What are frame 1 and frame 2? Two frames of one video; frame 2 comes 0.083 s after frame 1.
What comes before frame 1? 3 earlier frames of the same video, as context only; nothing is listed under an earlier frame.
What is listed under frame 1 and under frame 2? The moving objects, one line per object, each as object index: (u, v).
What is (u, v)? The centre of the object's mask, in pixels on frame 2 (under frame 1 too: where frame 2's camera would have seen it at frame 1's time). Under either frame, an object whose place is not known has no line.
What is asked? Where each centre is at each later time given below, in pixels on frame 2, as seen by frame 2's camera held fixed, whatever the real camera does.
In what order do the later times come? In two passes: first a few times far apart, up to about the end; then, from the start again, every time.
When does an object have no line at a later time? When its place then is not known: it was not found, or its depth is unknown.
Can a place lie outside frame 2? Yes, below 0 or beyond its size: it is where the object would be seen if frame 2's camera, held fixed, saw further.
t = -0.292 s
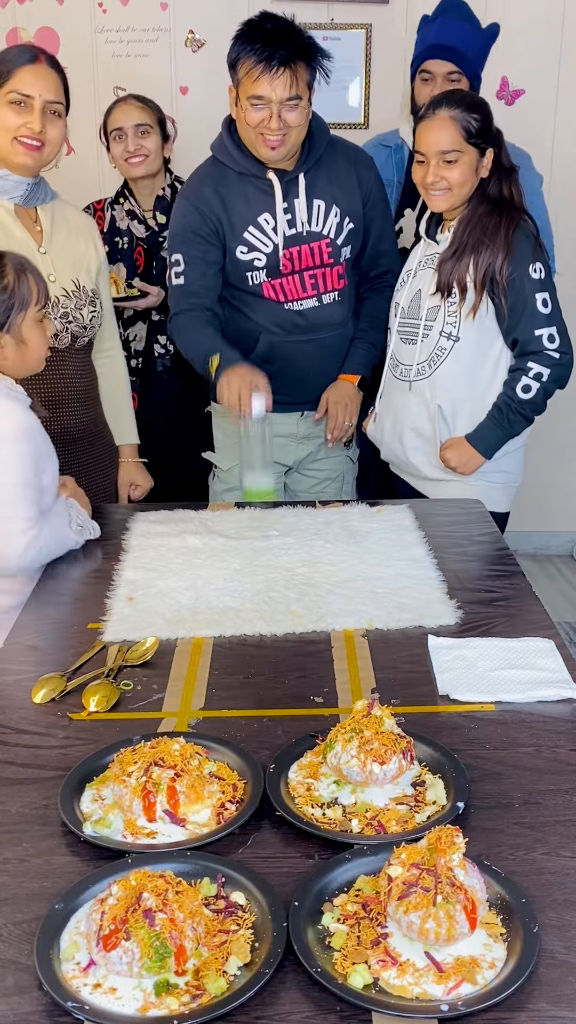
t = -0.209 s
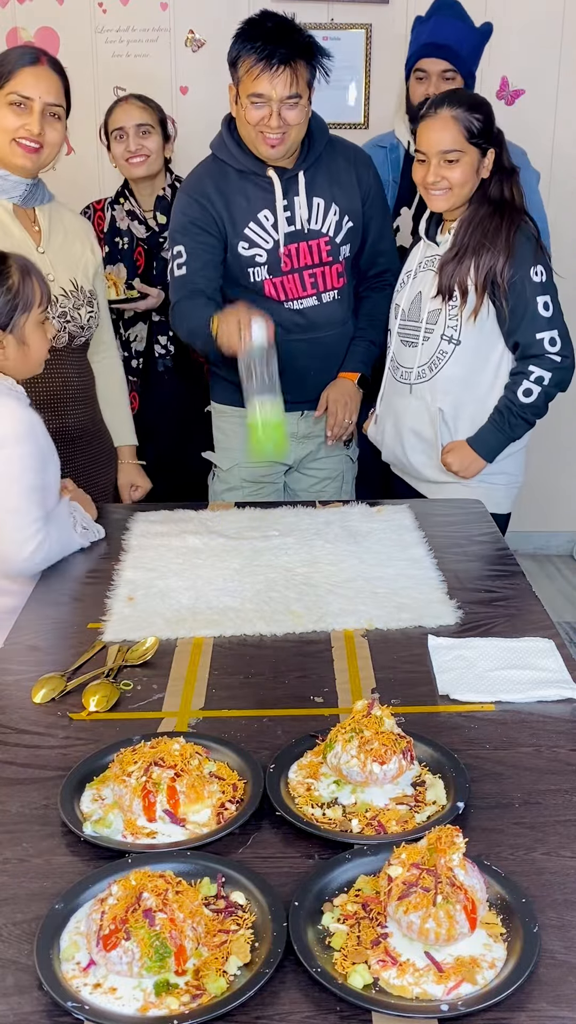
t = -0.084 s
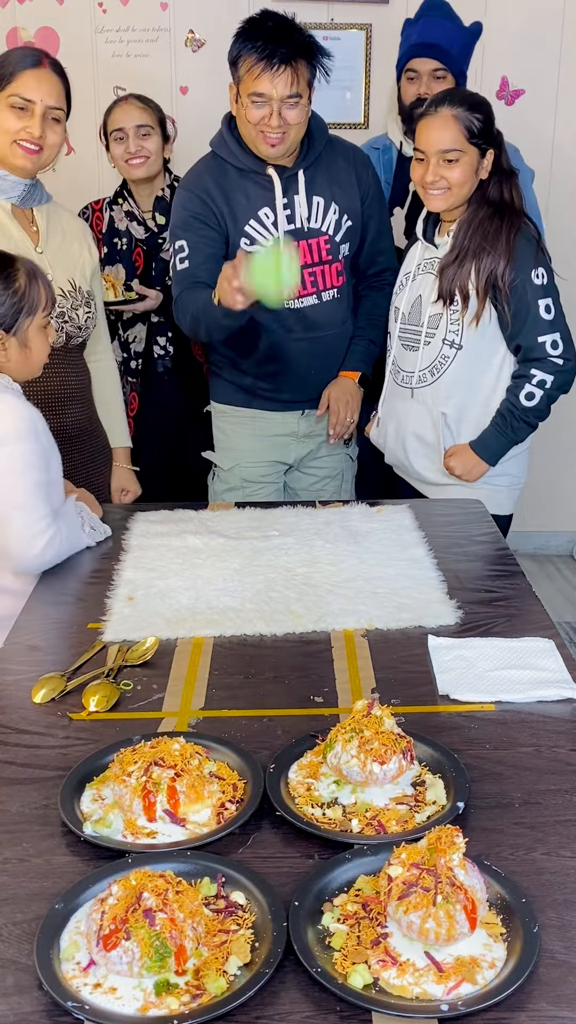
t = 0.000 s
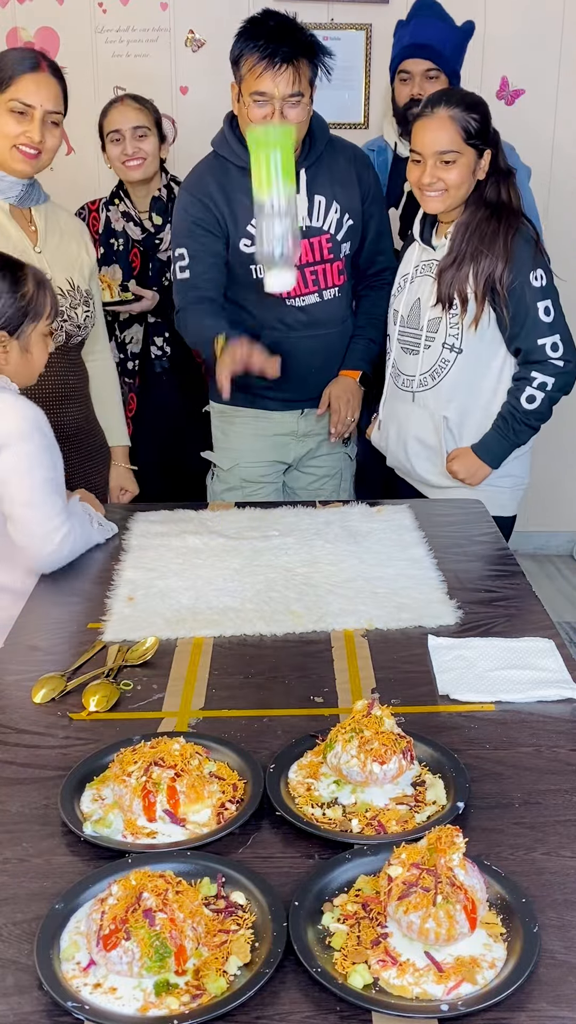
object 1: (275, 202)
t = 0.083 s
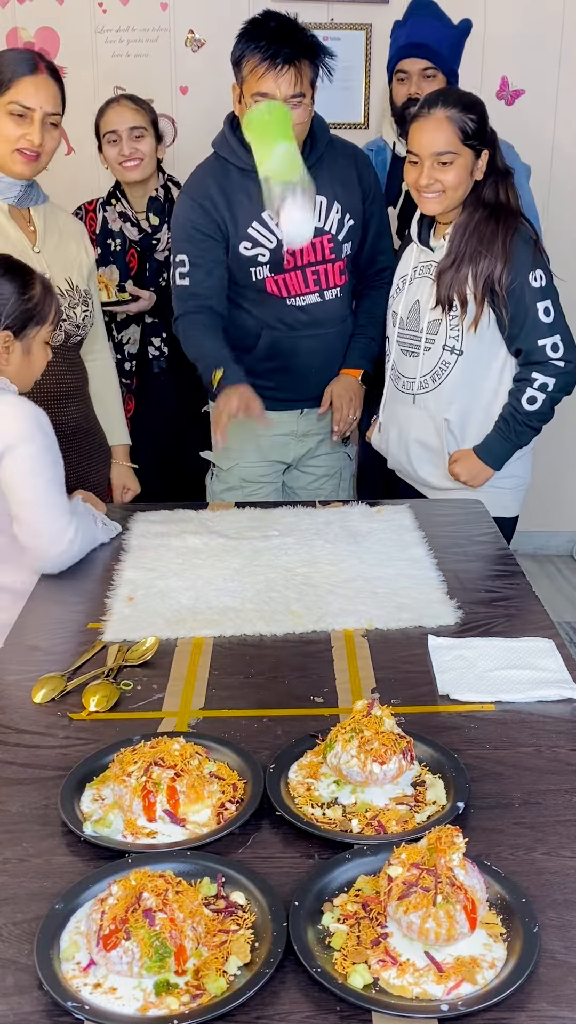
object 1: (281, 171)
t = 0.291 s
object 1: (283, 258)
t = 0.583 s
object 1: (265, 523)
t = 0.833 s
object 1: (247, 529)
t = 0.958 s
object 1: (246, 529)
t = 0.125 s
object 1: (282, 161)
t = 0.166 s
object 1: (282, 164)
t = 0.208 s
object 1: (284, 181)
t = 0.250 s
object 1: (283, 211)
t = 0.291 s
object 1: (283, 258)
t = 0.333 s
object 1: (283, 319)
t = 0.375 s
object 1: (283, 385)
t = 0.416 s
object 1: (283, 460)
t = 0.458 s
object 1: (277, 483)
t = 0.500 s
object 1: (272, 493)
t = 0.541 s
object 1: (269, 505)
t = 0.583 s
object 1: (265, 523)
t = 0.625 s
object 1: (259, 529)
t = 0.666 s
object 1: (256, 528)
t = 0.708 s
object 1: (256, 528)
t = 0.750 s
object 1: (254, 529)
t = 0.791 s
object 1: (251, 529)
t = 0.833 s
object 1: (247, 529)
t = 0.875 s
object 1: (246, 528)
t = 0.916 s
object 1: (246, 529)
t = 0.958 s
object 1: (246, 529)
